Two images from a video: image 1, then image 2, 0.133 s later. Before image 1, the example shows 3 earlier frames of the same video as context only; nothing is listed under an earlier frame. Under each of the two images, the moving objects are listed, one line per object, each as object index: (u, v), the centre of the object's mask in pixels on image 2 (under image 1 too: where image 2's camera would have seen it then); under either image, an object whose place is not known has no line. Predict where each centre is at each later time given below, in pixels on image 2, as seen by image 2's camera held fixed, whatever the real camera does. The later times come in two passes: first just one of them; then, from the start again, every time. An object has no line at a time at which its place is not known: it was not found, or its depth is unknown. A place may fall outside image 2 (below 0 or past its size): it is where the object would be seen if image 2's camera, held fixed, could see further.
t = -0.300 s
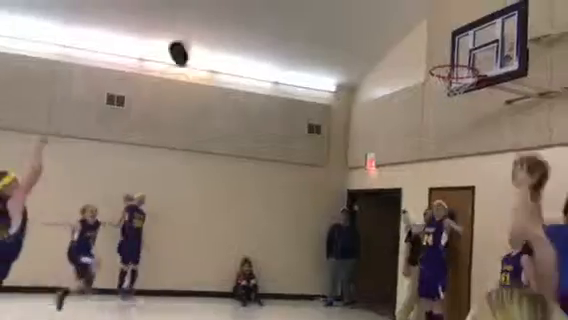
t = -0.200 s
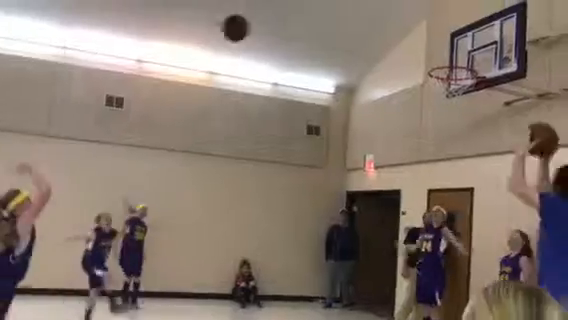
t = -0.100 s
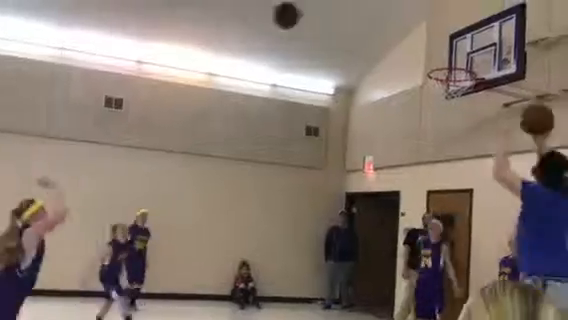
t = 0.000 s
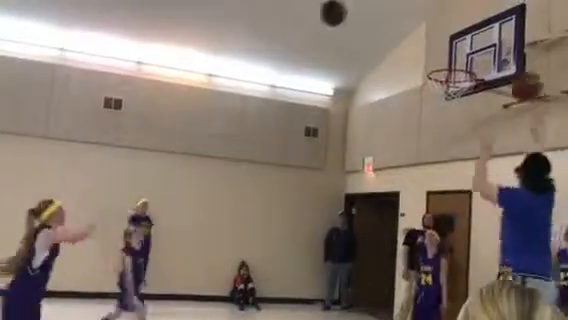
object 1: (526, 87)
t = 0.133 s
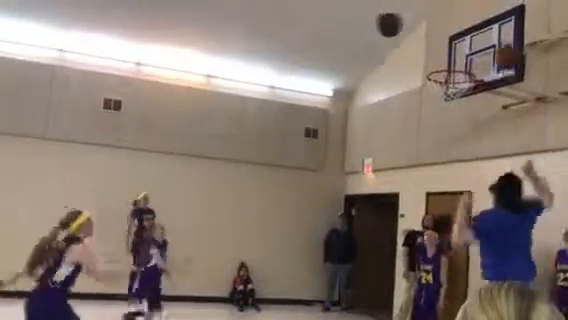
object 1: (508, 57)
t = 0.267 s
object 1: (497, 50)
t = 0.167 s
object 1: (506, 54)
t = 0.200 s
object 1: (504, 50)
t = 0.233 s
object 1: (501, 50)
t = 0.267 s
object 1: (497, 50)
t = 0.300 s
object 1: (495, 51)
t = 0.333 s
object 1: (493, 53)
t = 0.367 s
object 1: (487, 54)
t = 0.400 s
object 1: (478, 57)
